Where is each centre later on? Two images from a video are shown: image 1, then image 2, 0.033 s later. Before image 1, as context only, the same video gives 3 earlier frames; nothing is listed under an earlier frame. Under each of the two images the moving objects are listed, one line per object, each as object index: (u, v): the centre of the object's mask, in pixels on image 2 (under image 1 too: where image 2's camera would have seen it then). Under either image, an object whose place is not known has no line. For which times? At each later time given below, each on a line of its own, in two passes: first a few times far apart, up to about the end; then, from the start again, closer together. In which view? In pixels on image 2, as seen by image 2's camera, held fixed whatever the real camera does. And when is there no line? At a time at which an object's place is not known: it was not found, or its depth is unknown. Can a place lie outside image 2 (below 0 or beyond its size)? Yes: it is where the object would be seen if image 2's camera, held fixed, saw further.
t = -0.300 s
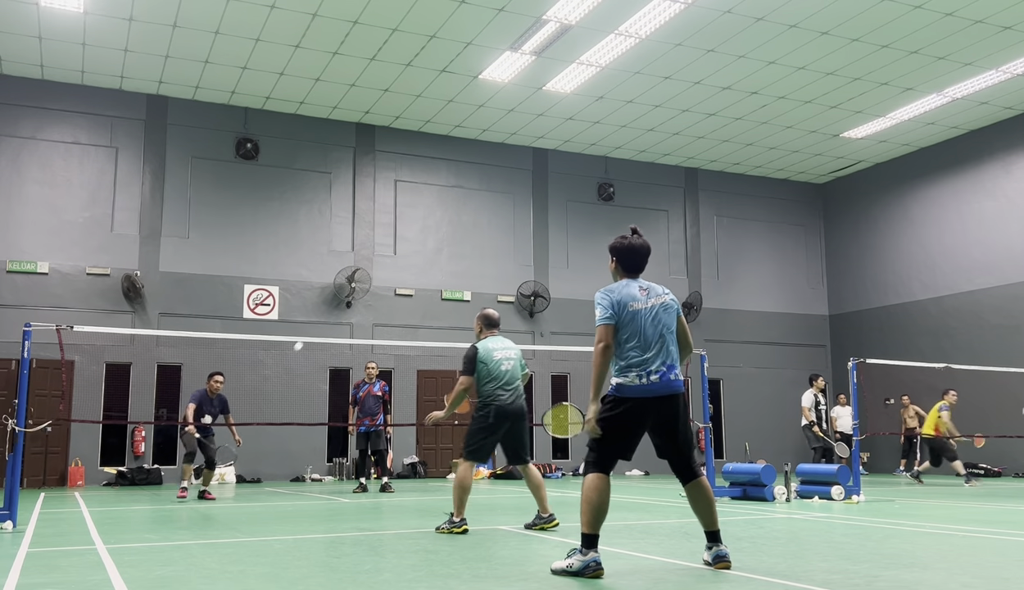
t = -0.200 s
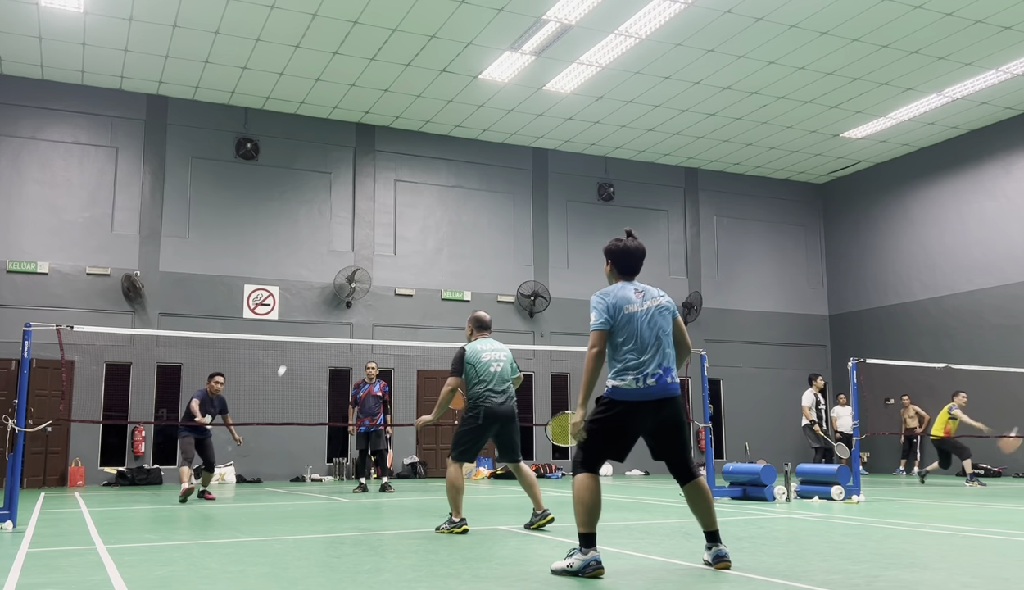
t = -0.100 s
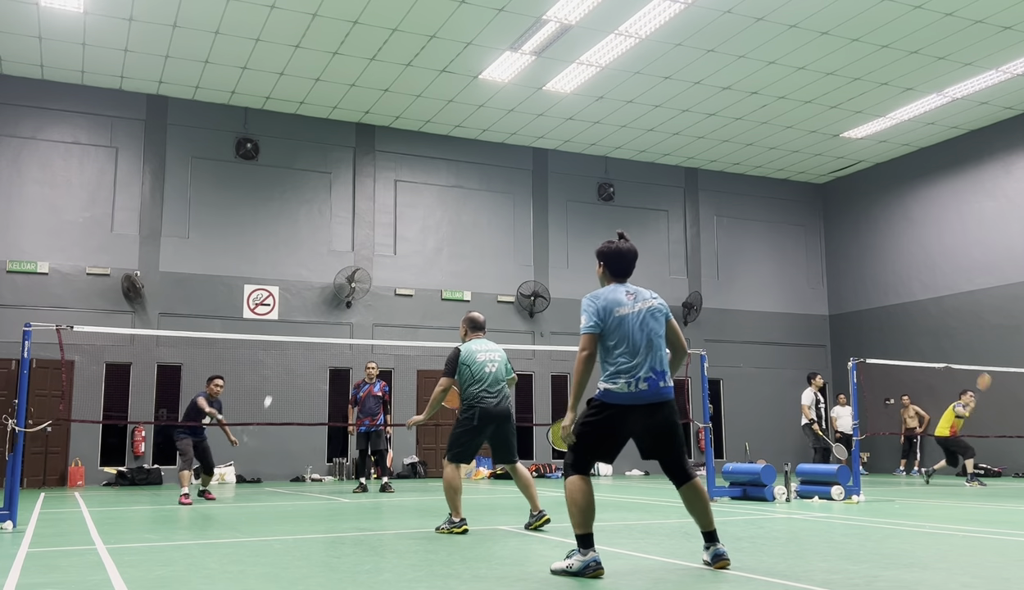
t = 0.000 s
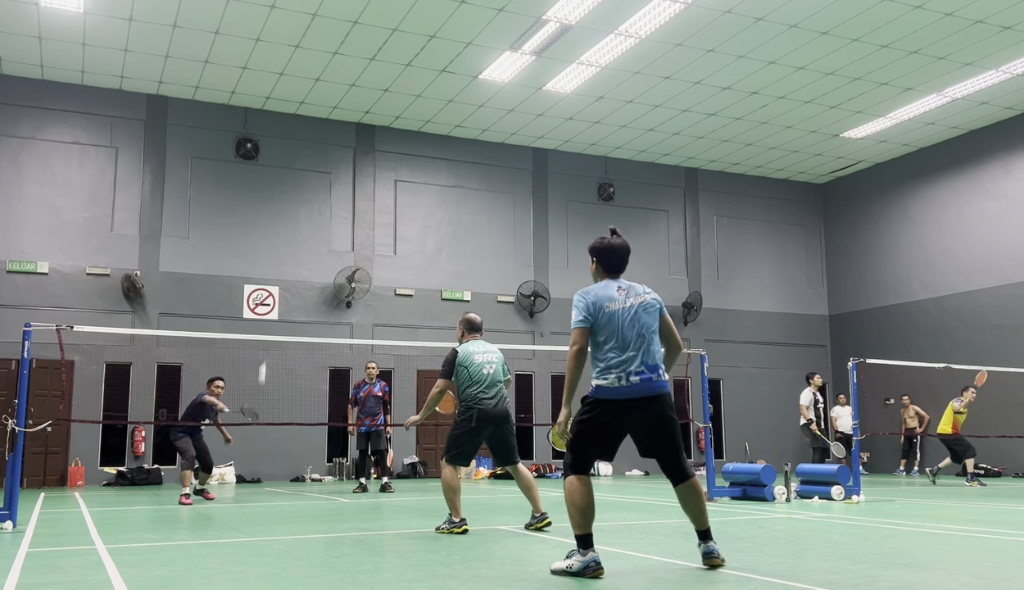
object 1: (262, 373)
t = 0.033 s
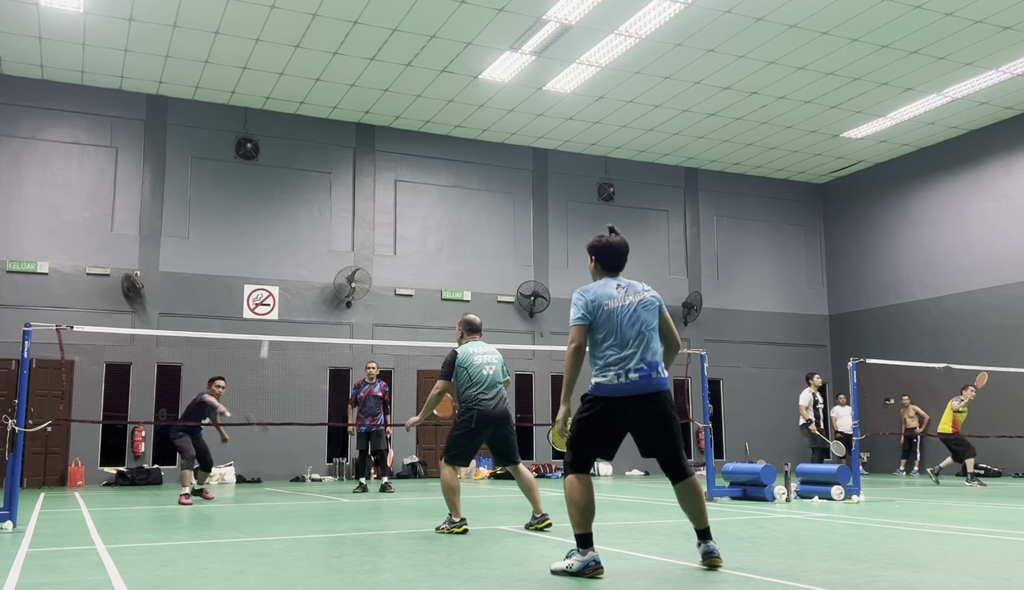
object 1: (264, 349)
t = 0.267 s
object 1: (269, 222)
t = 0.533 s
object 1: (268, 160)
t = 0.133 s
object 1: (267, 283)
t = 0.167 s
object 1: (268, 268)
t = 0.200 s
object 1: (269, 252)
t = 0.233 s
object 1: (270, 236)
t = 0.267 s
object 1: (269, 222)
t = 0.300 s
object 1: (270, 210)
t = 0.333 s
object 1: (269, 198)
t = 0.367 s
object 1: (269, 188)
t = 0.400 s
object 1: (269, 180)
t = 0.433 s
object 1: (269, 173)
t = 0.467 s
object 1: (269, 167)
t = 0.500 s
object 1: (269, 163)
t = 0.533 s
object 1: (268, 160)
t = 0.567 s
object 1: (268, 159)
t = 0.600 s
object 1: (267, 160)
